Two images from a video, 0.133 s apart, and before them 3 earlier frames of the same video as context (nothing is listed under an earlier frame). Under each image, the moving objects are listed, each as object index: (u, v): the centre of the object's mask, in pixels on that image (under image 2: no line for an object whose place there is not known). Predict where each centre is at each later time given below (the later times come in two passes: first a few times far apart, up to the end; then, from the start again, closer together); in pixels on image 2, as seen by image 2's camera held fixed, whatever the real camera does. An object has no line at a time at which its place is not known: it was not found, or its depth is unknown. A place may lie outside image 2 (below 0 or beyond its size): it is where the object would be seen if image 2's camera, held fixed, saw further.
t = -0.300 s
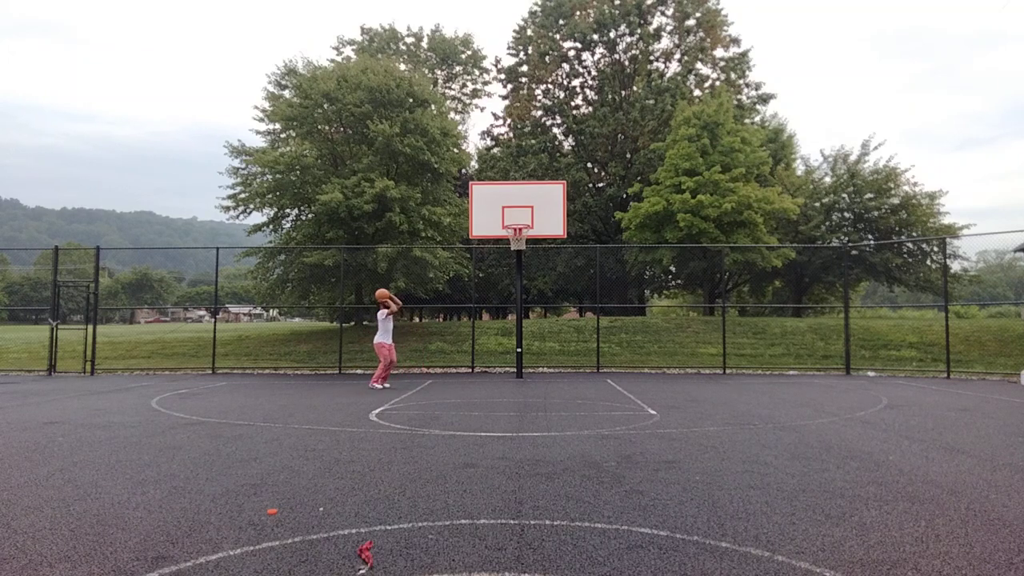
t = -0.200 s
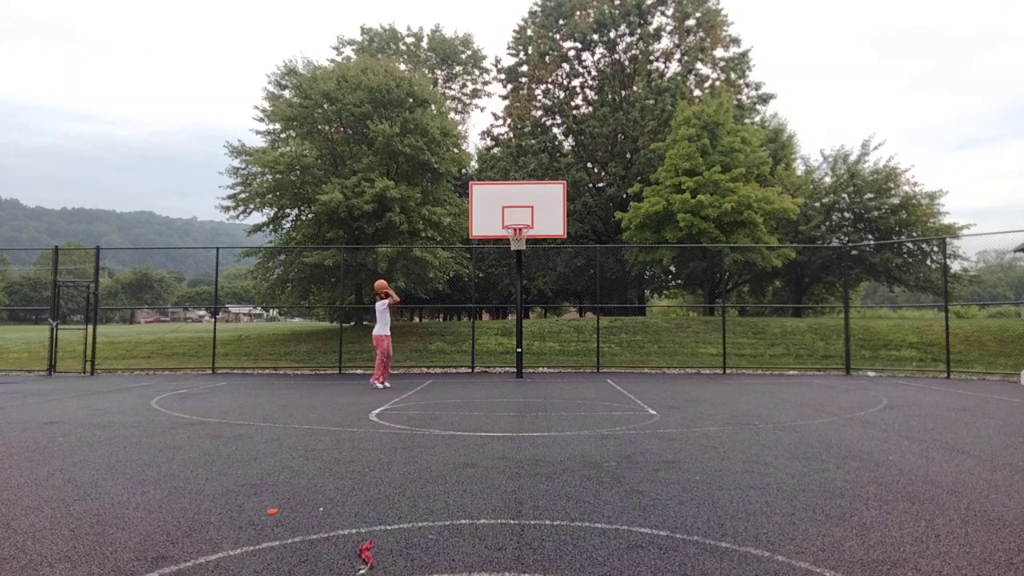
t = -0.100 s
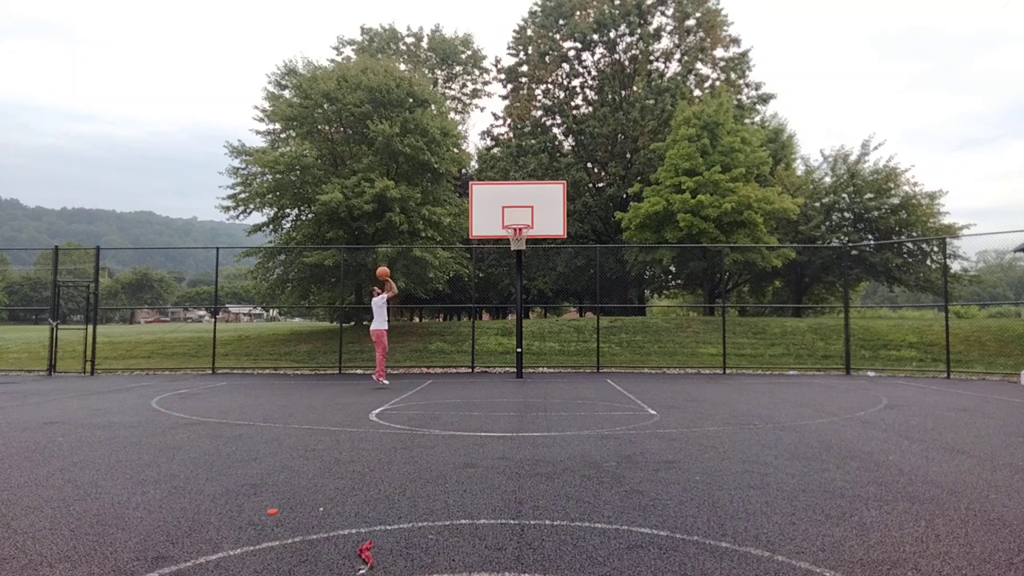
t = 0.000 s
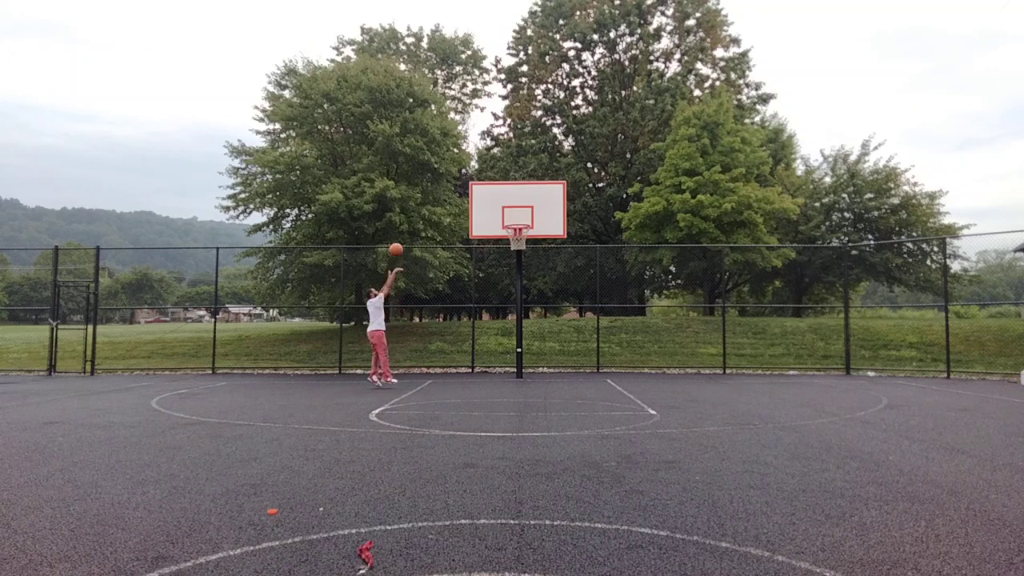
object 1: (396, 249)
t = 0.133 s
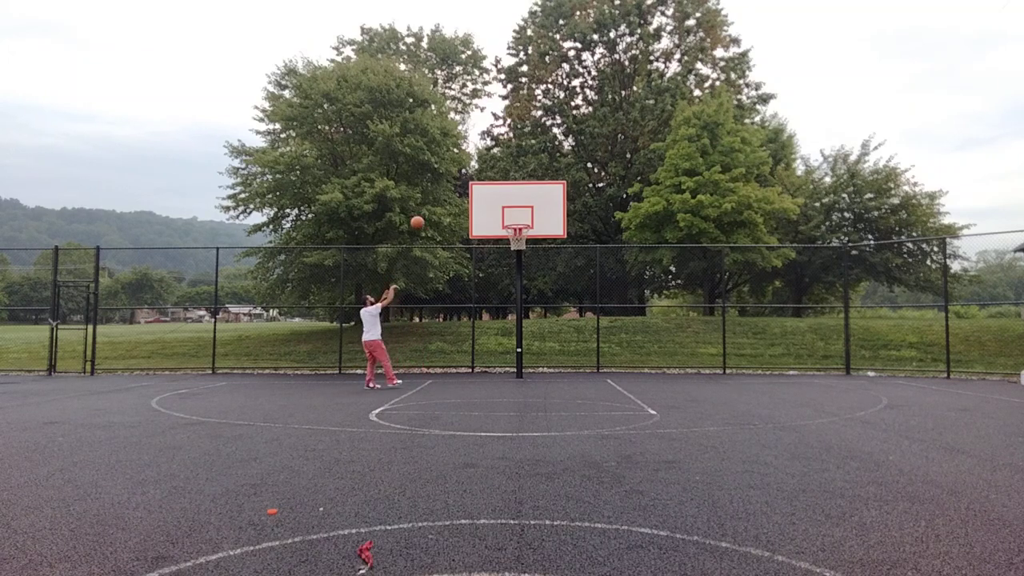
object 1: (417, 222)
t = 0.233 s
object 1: (433, 208)
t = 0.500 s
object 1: (473, 197)
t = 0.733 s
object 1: (509, 217)
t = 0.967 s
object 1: (526, 236)
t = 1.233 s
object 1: (516, 242)
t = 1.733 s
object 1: (510, 297)
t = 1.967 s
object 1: (507, 363)
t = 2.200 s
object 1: (507, 343)
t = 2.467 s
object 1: (510, 319)
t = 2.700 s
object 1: (511, 328)
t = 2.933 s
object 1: (513, 365)
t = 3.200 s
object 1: (514, 352)
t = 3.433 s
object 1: (514, 347)
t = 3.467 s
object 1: (514, 349)
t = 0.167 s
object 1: (422, 217)
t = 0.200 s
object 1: (427, 212)
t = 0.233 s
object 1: (433, 208)
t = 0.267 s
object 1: (438, 205)
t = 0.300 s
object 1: (443, 202)
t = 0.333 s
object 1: (448, 200)
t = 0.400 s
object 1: (459, 197)
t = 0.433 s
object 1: (463, 196)
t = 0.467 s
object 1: (468, 197)
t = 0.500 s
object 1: (473, 197)
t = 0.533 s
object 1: (479, 198)
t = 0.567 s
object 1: (484, 200)
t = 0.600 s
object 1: (489, 203)
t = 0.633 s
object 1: (494, 205)
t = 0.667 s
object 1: (499, 209)
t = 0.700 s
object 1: (504, 213)
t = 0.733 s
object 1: (509, 217)
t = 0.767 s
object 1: (514, 222)
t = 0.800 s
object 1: (519, 229)
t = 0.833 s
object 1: (524, 233)
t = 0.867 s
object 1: (526, 237)
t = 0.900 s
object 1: (528, 237)
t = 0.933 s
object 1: (527, 236)
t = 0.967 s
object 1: (526, 236)
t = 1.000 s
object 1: (524, 236)
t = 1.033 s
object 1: (524, 237)
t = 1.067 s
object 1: (523, 238)
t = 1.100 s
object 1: (523, 239)
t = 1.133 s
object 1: (522, 240)
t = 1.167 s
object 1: (520, 240)
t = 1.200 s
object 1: (518, 241)
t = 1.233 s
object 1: (516, 242)
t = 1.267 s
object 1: (514, 244)
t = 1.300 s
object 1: (514, 243)
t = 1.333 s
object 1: (514, 246)
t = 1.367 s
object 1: (513, 248)
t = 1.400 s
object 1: (513, 249)
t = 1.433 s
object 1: (513, 251)
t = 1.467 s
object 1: (512, 254)
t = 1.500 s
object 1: (512, 257)
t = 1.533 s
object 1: (512, 261)
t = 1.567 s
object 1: (511, 266)
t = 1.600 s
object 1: (511, 270)
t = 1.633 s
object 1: (511, 276)
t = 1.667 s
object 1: (510, 282)
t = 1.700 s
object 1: (510, 289)
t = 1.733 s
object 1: (510, 297)
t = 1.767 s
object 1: (509, 304)
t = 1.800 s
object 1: (509, 313)
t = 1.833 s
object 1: (509, 322)
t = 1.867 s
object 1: (508, 331)
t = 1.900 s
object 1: (508, 342)
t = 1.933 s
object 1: (507, 352)
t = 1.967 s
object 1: (507, 363)
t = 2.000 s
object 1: (506, 376)
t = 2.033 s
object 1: (506, 377)
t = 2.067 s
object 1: (506, 369)
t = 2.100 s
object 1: (507, 361)
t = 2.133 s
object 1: (507, 355)
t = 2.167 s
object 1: (507, 349)
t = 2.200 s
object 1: (507, 343)
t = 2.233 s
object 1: (508, 338)
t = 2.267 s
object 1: (508, 334)
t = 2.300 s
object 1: (508, 330)
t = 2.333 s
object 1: (509, 327)
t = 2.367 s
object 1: (509, 324)
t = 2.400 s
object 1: (509, 322)
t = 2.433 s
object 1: (509, 320)
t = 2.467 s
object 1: (510, 319)
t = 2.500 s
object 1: (510, 319)
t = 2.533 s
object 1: (510, 319)
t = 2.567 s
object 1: (510, 320)
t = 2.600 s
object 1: (511, 321)
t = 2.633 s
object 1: (511, 323)
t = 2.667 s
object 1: (511, 326)
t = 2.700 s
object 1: (511, 328)
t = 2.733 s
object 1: (512, 332)
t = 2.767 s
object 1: (512, 336)
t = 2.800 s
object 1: (512, 340)
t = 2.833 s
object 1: (512, 346)
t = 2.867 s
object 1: (512, 352)
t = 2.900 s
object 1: (513, 358)
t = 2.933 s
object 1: (513, 365)
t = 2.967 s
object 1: (513, 373)
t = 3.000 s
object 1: (513, 379)
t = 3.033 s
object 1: (514, 373)
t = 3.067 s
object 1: (513, 368)
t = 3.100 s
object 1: (513, 363)
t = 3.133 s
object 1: (514, 359)
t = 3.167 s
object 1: (514, 356)
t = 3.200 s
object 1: (514, 352)
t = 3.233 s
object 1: (514, 350)
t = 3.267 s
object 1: (514, 348)
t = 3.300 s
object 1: (514, 347)
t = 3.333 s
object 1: (514, 347)
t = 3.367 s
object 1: (514, 347)
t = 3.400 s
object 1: (514, 347)
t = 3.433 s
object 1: (514, 347)
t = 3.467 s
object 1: (514, 349)
